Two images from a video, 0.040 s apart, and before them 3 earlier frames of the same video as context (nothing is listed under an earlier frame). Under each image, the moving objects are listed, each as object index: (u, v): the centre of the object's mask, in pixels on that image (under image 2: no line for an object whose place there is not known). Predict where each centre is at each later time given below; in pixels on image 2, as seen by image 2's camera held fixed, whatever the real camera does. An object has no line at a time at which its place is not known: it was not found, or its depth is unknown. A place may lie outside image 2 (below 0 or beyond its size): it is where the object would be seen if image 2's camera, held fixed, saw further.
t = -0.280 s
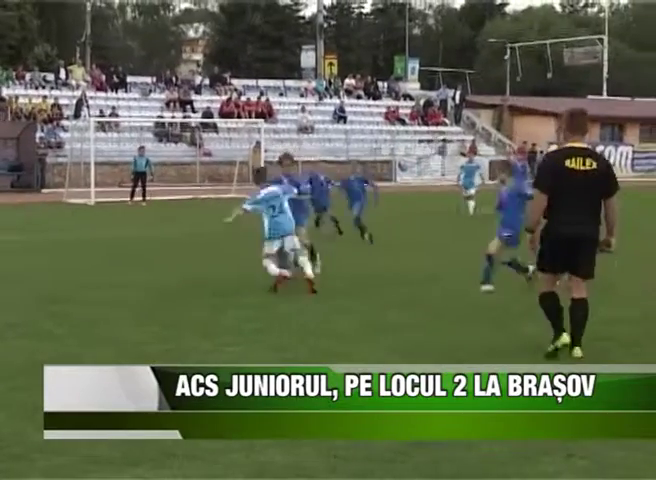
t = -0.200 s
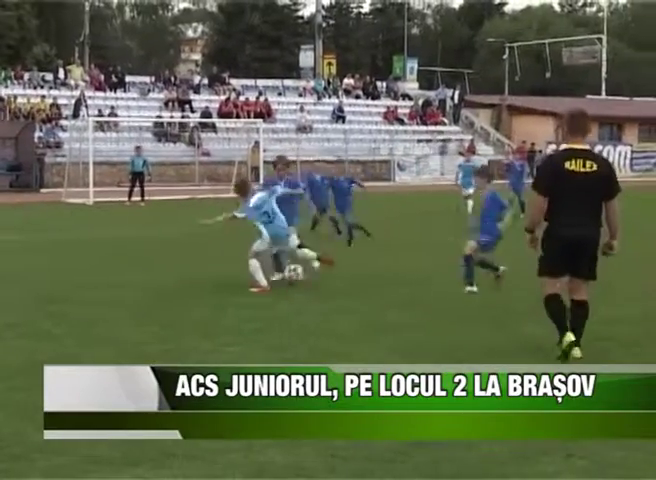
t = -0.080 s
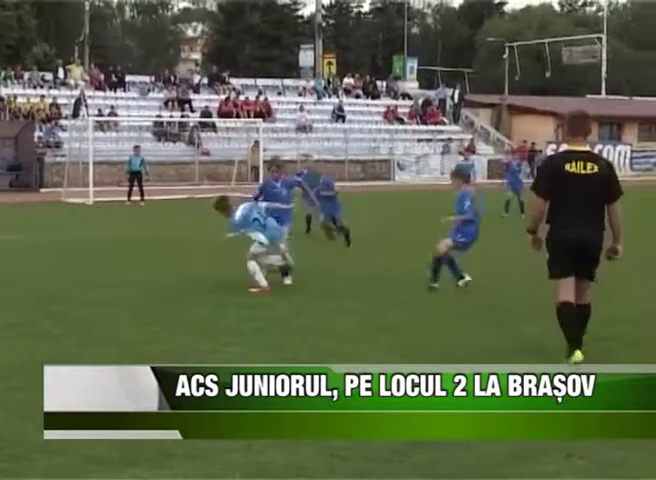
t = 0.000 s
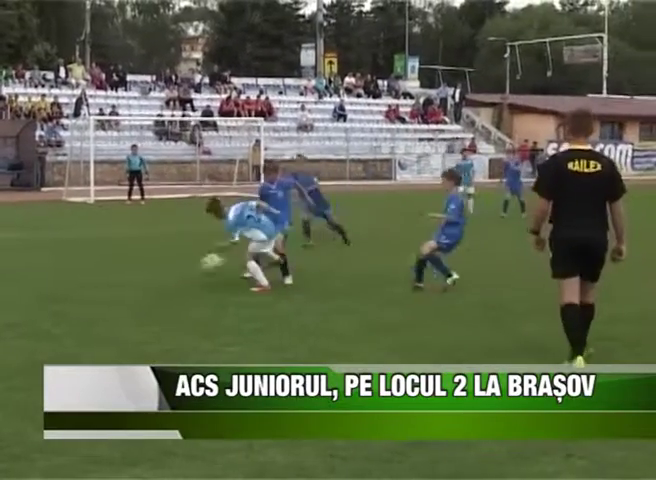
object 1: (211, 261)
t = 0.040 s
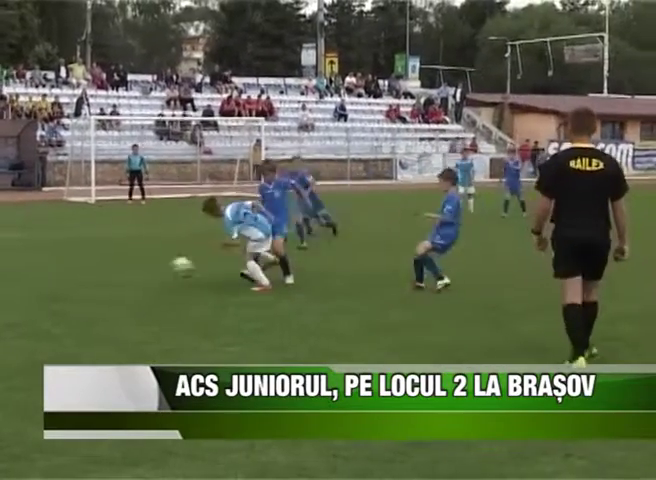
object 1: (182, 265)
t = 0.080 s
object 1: (150, 271)
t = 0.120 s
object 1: (120, 274)
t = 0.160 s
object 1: (97, 275)
